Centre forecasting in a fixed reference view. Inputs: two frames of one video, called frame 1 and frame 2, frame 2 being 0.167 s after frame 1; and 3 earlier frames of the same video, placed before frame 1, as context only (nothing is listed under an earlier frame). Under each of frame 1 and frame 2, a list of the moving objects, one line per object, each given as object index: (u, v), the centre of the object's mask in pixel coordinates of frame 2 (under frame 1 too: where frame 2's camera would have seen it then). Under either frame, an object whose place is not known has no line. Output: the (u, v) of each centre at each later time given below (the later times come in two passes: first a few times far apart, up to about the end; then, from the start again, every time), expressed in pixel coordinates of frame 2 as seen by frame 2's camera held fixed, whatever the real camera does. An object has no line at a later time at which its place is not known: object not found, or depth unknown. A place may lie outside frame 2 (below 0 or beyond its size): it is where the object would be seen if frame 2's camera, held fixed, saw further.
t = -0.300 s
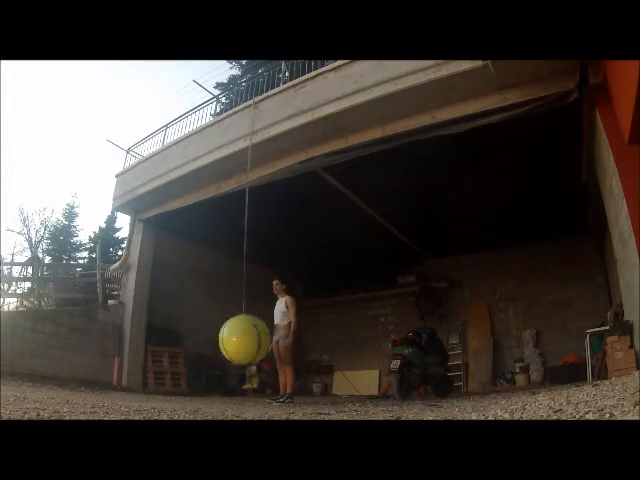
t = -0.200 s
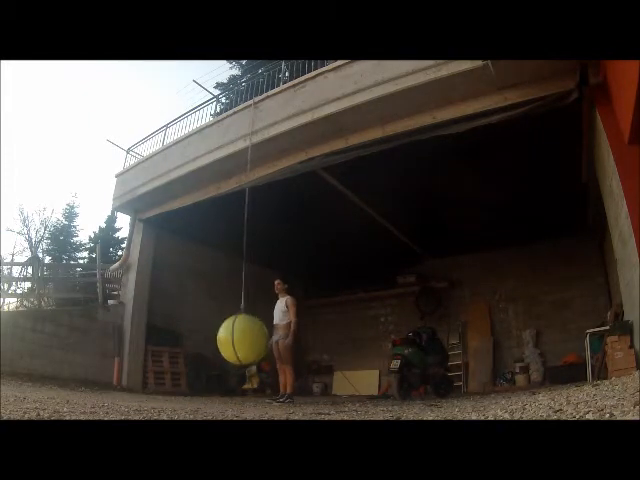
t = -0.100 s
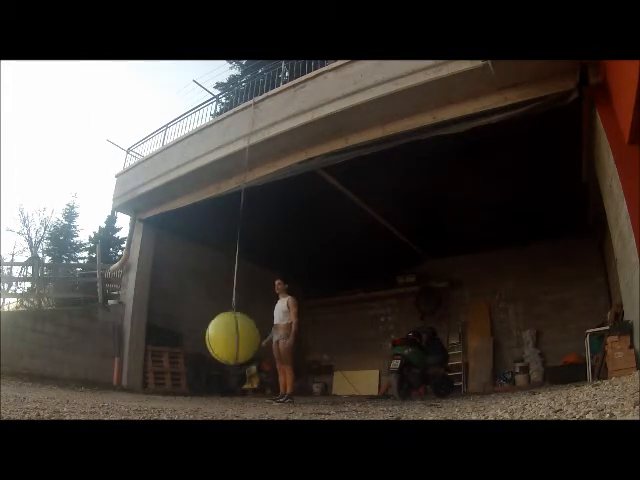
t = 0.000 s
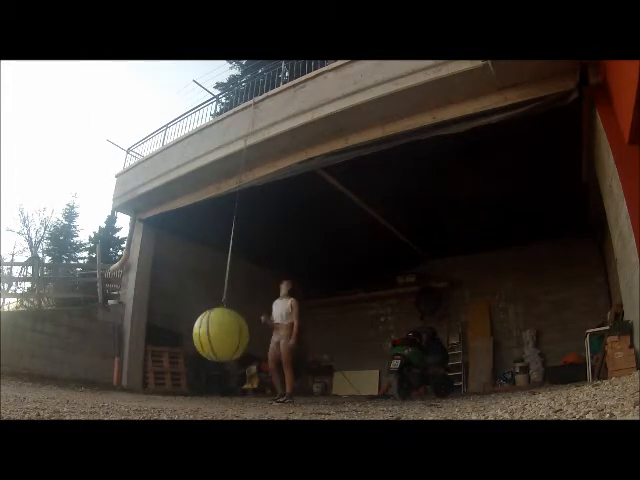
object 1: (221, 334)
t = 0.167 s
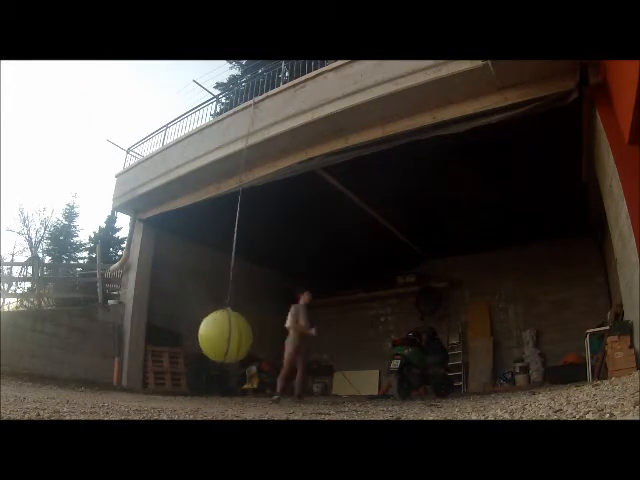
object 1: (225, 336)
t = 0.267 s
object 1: (236, 338)
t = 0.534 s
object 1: (231, 337)
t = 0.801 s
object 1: (227, 336)
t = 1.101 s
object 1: (239, 339)
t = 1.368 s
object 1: (220, 334)
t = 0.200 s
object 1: (228, 337)
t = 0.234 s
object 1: (232, 338)
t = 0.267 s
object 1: (236, 338)
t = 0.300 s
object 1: (239, 339)
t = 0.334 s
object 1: (241, 339)
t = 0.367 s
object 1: (241, 339)
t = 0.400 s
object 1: (242, 339)
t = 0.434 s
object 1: (240, 339)
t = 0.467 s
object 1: (238, 339)
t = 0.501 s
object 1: (235, 338)
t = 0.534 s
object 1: (231, 337)
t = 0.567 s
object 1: (228, 336)
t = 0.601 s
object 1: (225, 335)
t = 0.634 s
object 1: (222, 334)
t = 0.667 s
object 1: (221, 333)
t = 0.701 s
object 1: (220, 334)
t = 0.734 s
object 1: (222, 334)
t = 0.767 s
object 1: (224, 335)
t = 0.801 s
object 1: (227, 336)
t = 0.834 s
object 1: (230, 337)
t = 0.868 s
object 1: (234, 338)
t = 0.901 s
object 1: (237, 338)
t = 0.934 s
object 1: (240, 339)
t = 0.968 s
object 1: (242, 339)
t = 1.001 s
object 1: (243, 339)
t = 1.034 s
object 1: (243, 339)
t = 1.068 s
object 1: (241, 339)
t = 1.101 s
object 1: (239, 339)
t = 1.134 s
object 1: (235, 338)
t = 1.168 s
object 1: (232, 338)
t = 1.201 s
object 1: (228, 336)
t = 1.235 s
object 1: (224, 335)
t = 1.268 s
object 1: (222, 334)
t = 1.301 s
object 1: (220, 334)
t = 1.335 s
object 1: (220, 334)
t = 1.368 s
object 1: (220, 334)
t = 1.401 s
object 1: (222, 335)
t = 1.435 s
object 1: (225, 336)
